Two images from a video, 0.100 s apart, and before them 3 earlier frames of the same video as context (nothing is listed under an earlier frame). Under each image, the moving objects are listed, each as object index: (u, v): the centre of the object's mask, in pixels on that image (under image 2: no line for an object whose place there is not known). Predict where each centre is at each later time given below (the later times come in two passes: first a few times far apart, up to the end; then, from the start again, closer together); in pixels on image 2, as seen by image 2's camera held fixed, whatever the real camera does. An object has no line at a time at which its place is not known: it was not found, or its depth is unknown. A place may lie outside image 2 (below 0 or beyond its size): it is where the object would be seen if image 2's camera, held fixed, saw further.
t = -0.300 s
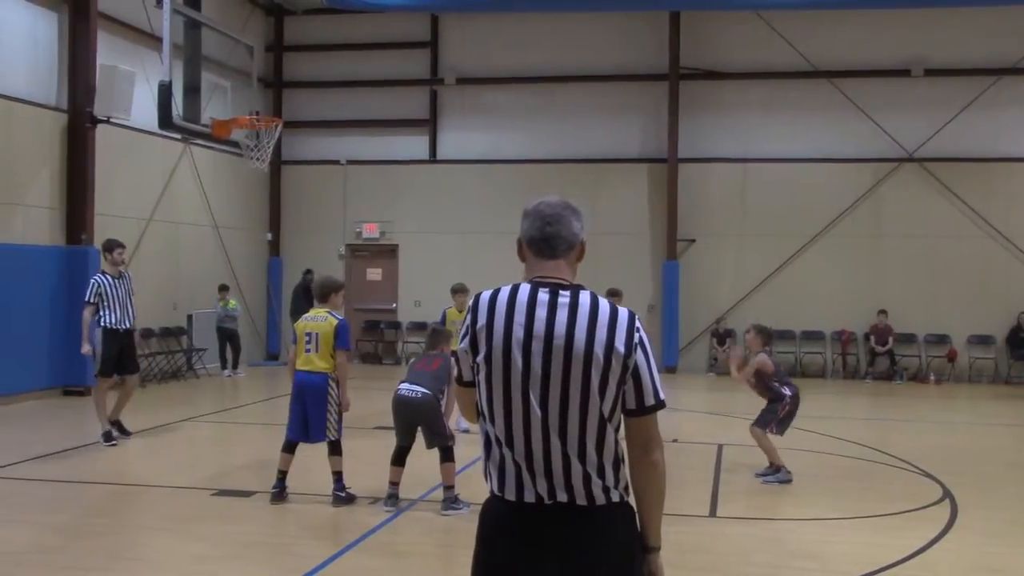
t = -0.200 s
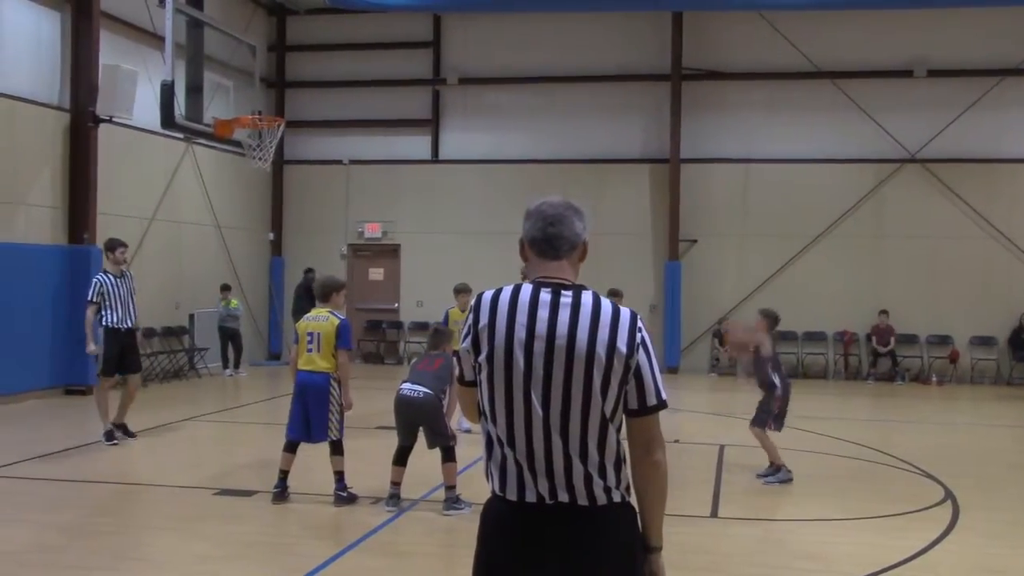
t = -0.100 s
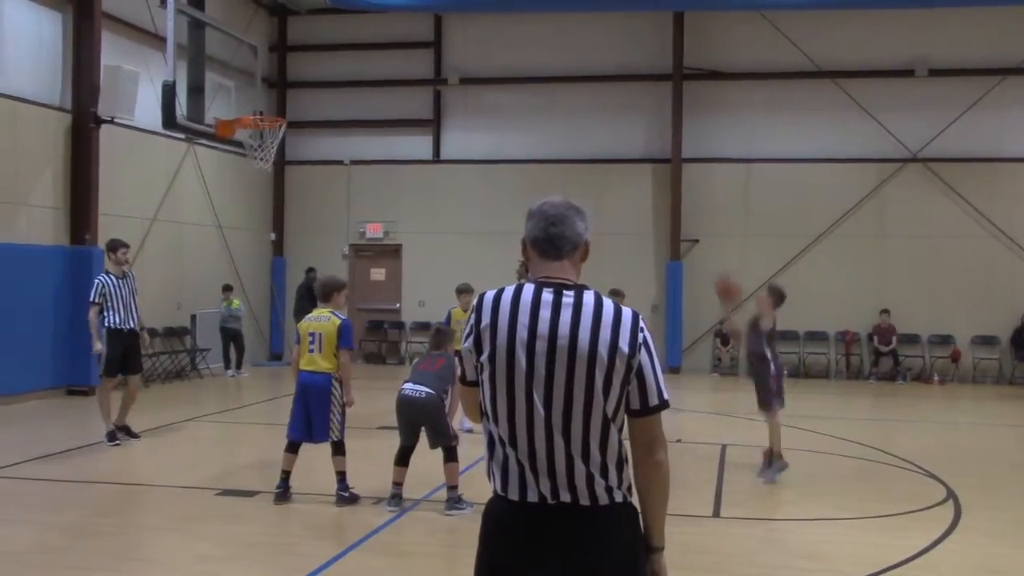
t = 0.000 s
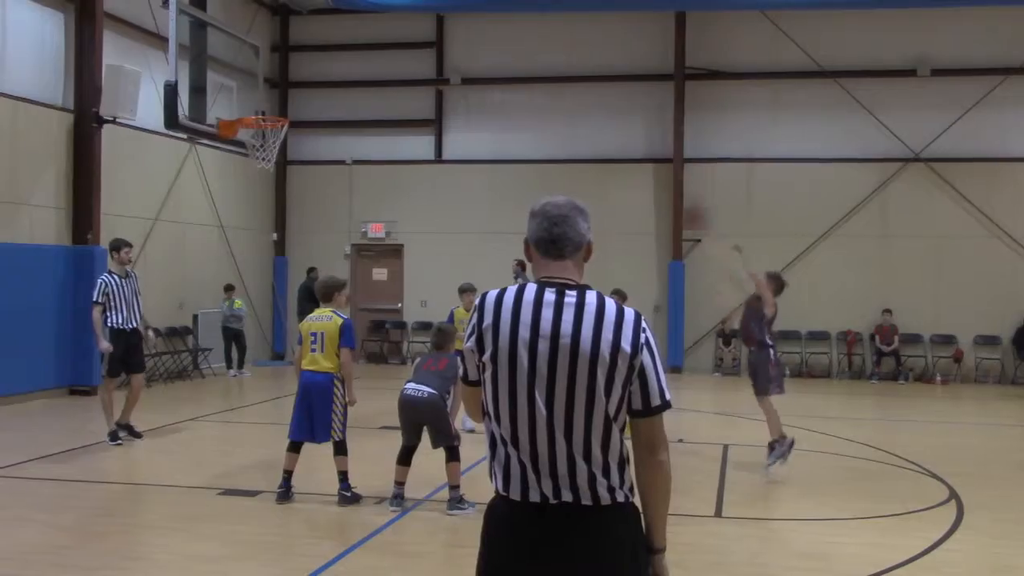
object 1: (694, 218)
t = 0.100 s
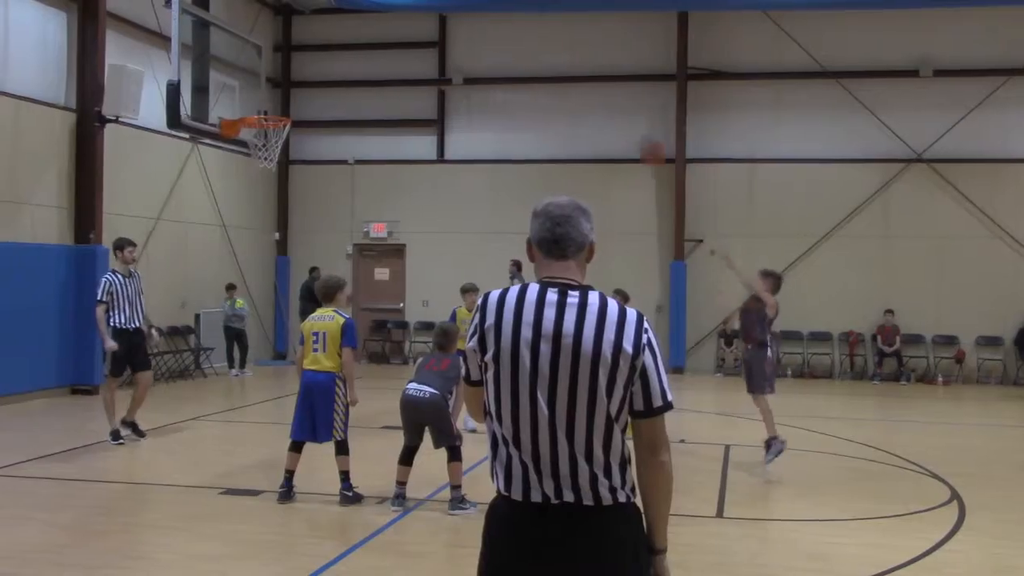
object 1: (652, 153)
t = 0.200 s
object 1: (611, 102)
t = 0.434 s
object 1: (517, 27)
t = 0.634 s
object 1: (441, 11)
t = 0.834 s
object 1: (364, 38)
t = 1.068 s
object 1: (286, 105)
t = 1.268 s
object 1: (244, 98)
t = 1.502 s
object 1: (282, 108)
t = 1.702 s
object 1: (283, 106)
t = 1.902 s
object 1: (279, 105)
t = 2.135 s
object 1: (272, 104)
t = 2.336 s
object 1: (262, 114)
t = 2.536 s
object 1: (258, 168)
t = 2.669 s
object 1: (254, 226)
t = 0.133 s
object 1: (639, 135)
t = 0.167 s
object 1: (625, 118)
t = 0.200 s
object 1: (611, 102)
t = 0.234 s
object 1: (599, 88)
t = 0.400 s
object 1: (530, 34)
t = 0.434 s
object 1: (517, 27)
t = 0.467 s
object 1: (504, 21)
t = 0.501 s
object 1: (492, 16)
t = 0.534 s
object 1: (477, 14)
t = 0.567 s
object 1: (468, 11)
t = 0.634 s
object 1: (441, 11)
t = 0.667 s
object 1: (429, 13)
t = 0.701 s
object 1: (417, 15)
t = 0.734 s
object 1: (401, 19)
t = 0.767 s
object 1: (390, 24)
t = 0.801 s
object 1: (373, 32)
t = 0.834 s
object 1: (364, 38)
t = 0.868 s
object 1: (354, 45)
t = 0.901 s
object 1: (340, 54)
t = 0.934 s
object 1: (328, 65)
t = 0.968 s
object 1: (315, 82)
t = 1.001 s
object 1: (303, 90)
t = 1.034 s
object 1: (289, 104)
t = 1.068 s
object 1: (286, 105)
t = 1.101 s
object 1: (277, 104)
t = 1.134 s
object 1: (268, 100)
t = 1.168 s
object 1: (264, 99)
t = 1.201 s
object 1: (259, 97)
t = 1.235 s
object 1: (250, 97)
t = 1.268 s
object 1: (244, 98)
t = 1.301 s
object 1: (247, 97)
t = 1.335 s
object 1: (252, 95)
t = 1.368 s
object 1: (259, 96)
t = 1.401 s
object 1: (262, 97)
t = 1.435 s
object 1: (269, 99)
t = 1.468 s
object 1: (276, 104)
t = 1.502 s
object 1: (282, 108)
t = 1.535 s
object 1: (282, 106)
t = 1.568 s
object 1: (282, 105)
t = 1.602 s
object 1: (282, 104)
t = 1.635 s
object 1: (282, 104)
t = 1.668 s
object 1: (282, 104)
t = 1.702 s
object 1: (283, 106)
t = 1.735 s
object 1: (283, 107)
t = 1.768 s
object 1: (282, 105)
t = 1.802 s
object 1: (281, 104)
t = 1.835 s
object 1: (281, 104)
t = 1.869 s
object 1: (280, 105)
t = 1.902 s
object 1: (279, 105)
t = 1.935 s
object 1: (279, 105)
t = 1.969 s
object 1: (278, 104)
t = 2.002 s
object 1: (277, 104)
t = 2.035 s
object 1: (275, 104)
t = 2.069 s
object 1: (273, 104)
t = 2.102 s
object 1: (273, 104)
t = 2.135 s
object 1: (272, 104)
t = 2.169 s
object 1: (272, 105)
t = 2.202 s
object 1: (271, 105)
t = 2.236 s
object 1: (271, 105)
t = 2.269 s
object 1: (270, 106)
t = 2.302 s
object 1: (265, 109)
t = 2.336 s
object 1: (262, 114)
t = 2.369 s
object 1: (264, 121)
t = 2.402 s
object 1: (264, 129)
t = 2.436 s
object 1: (262, 134)
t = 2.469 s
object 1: (261, 145)
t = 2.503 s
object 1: (259, 155)
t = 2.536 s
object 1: (258, 168)
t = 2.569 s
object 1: (258, 181)
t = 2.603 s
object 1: (256, 195)
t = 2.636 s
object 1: (256, 210)
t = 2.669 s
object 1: (254, 226)
